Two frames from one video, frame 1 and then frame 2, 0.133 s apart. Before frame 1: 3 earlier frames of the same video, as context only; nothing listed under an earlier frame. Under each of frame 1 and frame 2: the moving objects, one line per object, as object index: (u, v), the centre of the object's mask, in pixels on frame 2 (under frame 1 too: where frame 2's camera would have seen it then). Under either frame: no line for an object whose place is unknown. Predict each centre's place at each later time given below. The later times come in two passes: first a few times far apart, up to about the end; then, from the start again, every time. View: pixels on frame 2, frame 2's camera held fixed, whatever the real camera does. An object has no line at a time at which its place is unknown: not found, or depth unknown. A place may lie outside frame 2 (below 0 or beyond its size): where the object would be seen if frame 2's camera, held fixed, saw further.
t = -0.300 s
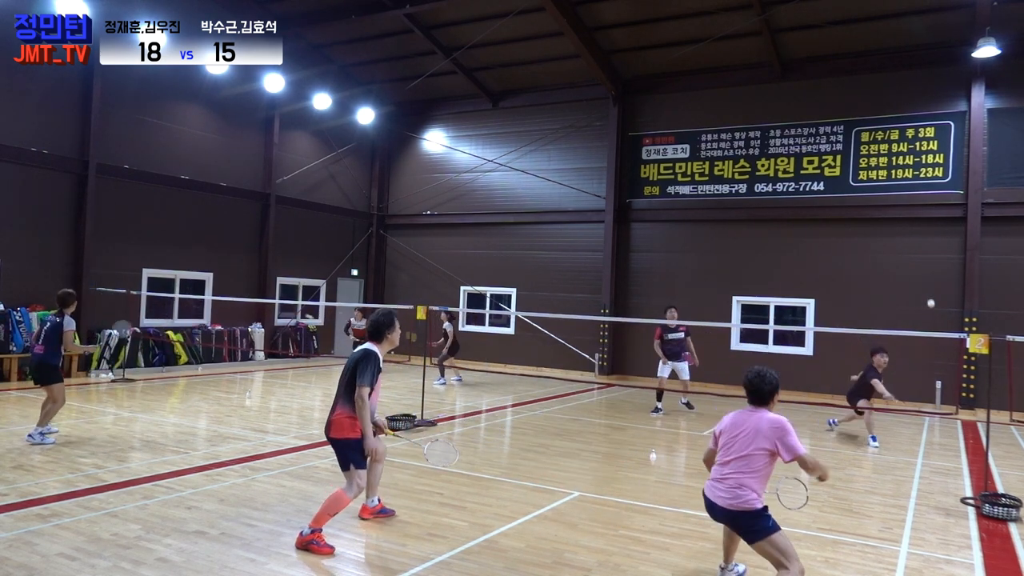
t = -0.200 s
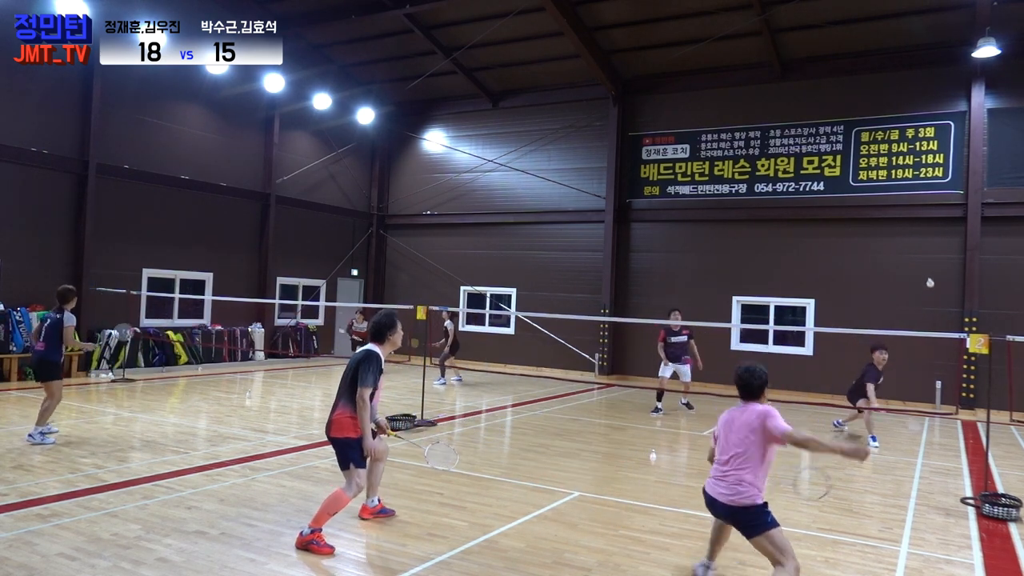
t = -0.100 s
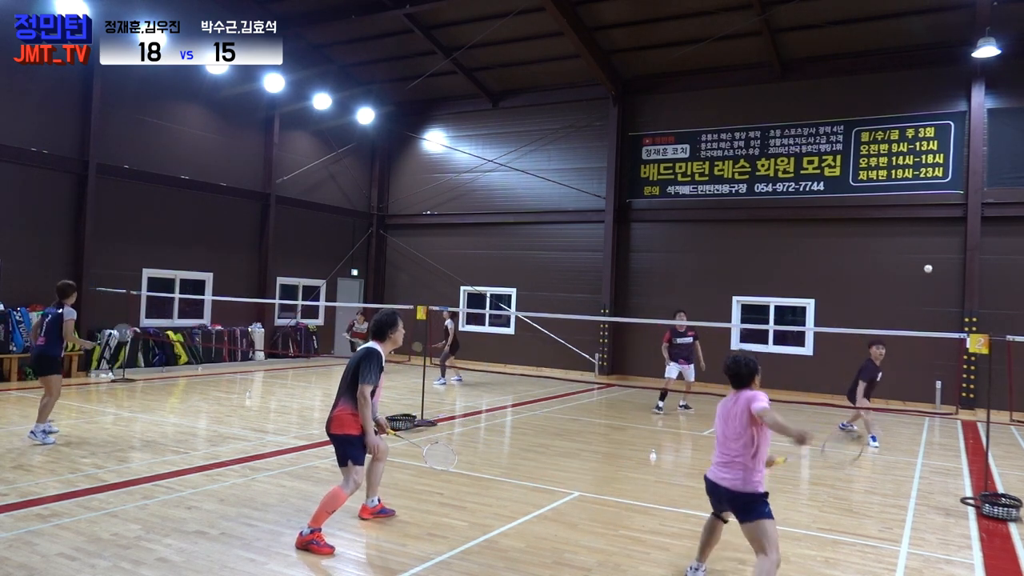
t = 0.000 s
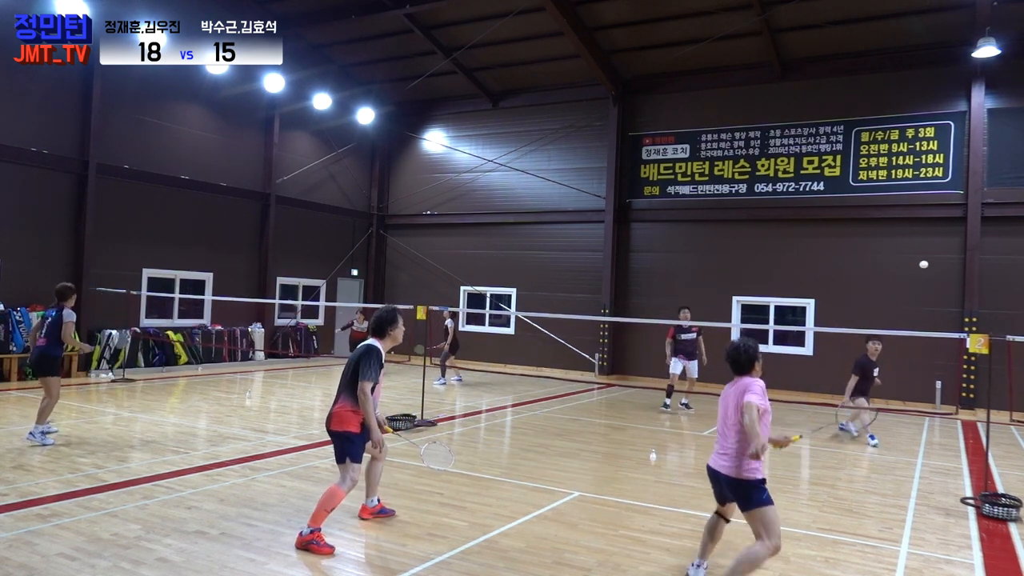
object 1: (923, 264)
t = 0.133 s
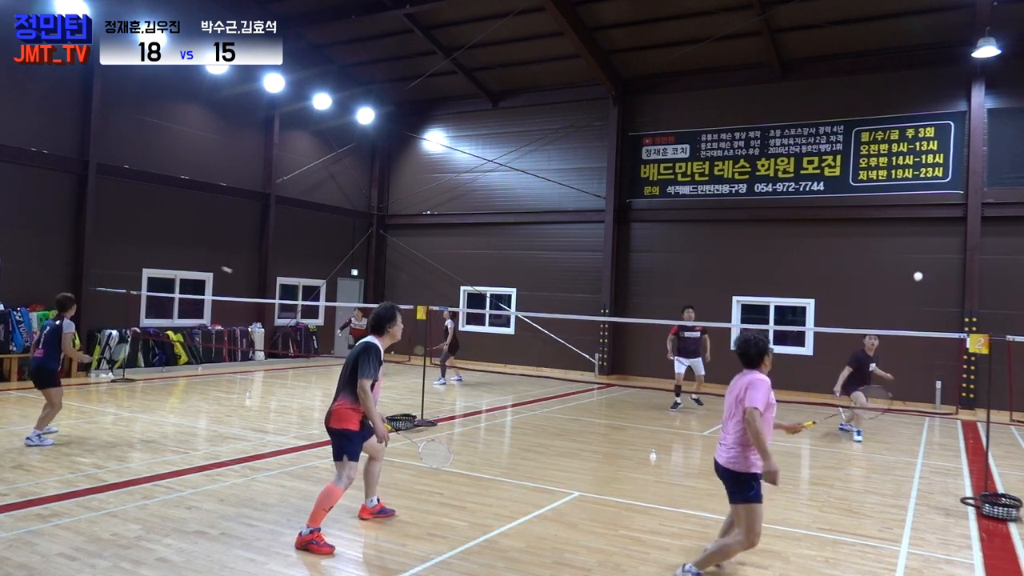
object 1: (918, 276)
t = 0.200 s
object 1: (915, 290)
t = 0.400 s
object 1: (903, 363)
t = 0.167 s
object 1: (916, 282)
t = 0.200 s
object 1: (915, 290)
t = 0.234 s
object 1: (913, 298)
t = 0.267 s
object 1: (911, 309)
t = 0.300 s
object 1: (910, 320)
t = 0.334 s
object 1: (907, 333)
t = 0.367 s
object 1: (905, 347)
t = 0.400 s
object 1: (903, 363)
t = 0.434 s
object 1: (900, 380)
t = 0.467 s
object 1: (898, 397)
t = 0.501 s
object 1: (896, 416)
